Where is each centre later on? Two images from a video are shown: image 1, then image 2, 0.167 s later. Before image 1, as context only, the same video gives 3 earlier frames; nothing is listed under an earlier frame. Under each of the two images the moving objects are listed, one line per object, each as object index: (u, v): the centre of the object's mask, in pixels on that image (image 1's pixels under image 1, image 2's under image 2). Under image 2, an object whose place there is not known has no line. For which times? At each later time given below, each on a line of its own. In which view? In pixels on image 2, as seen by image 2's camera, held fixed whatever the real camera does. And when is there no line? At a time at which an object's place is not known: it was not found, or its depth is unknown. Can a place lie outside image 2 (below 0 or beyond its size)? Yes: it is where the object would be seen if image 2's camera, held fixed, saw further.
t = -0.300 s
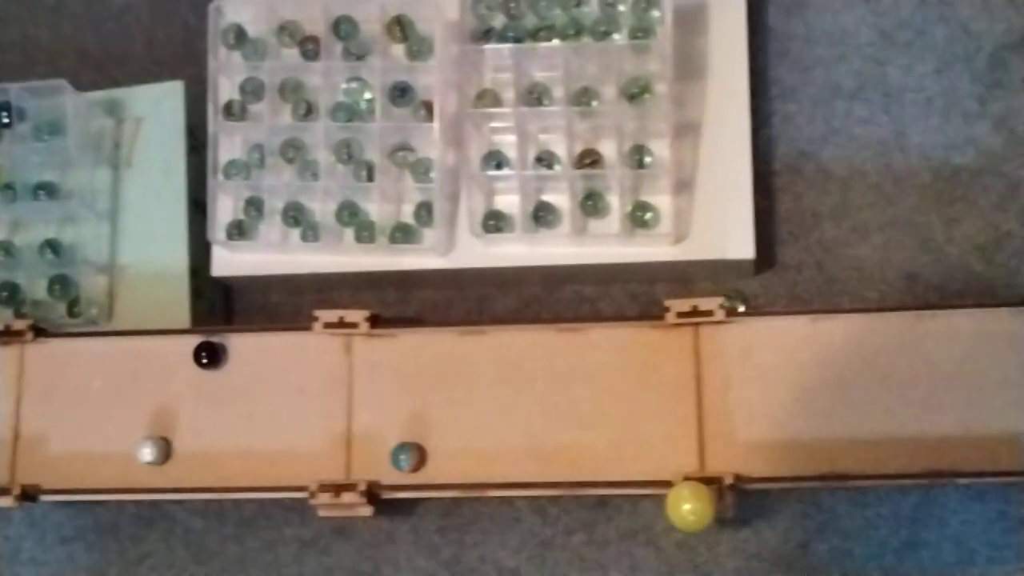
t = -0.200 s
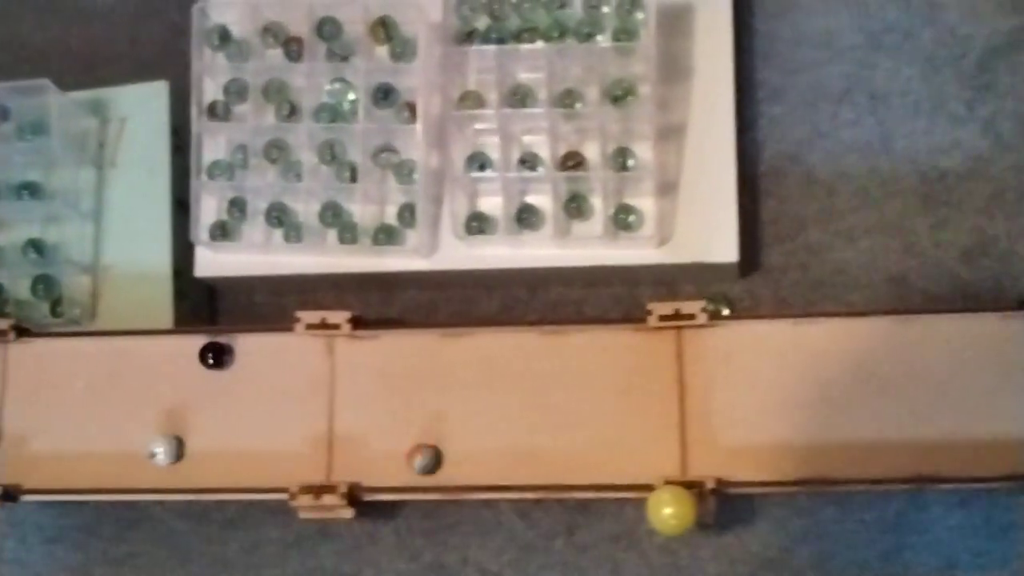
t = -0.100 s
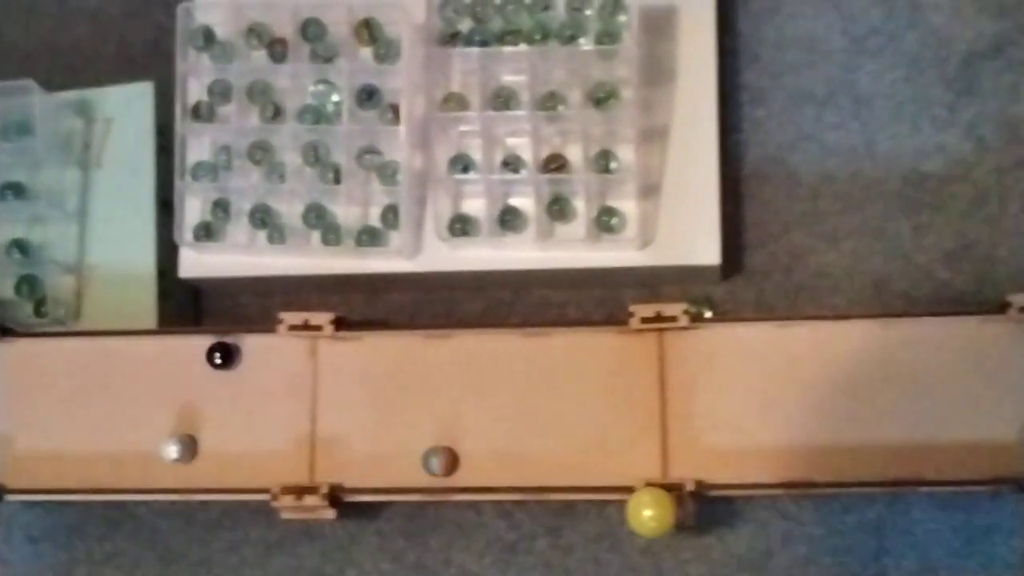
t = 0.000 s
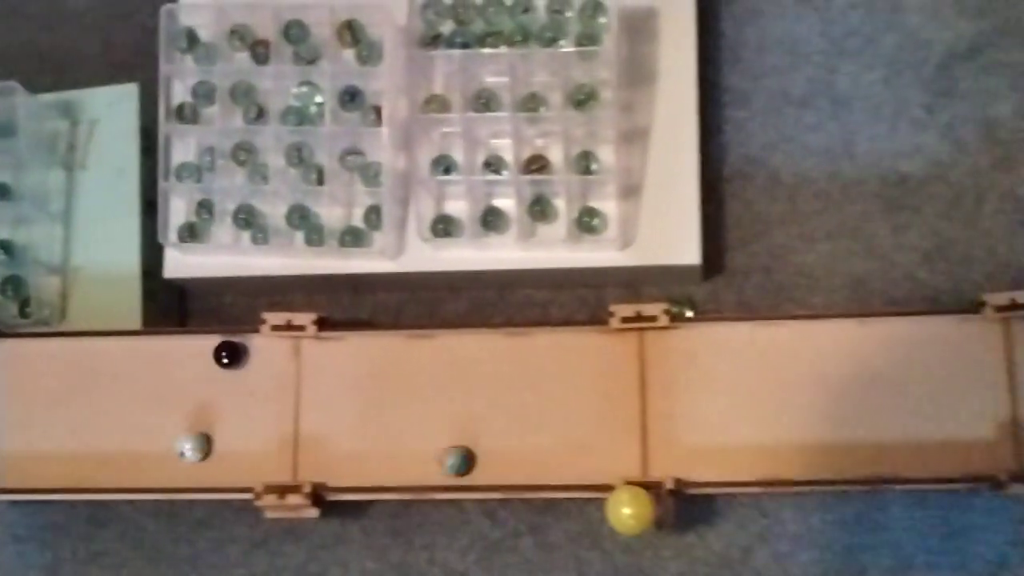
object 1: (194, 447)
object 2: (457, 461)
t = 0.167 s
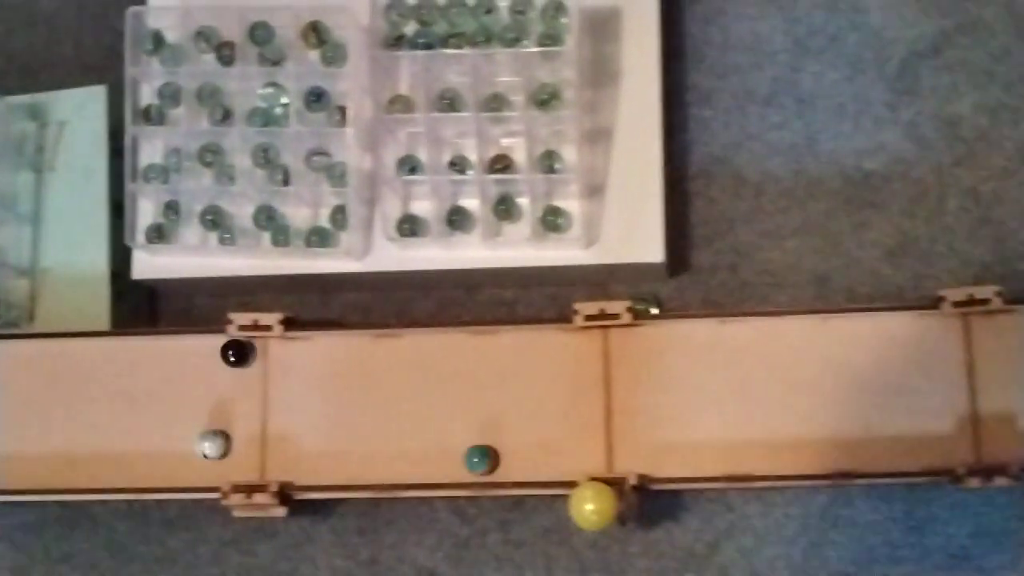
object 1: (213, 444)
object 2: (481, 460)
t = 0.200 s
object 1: (223, 444)
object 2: (494, 460)
